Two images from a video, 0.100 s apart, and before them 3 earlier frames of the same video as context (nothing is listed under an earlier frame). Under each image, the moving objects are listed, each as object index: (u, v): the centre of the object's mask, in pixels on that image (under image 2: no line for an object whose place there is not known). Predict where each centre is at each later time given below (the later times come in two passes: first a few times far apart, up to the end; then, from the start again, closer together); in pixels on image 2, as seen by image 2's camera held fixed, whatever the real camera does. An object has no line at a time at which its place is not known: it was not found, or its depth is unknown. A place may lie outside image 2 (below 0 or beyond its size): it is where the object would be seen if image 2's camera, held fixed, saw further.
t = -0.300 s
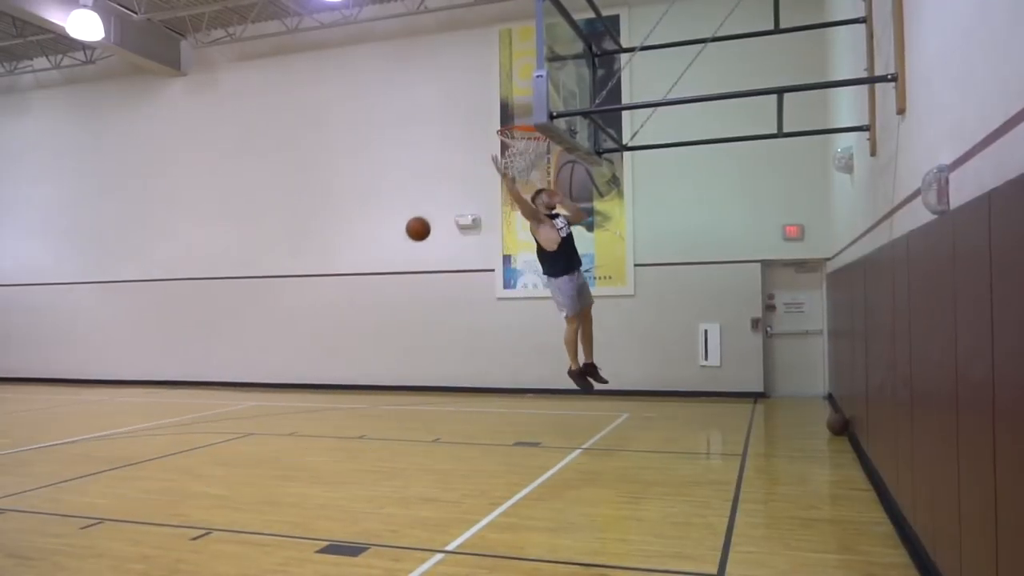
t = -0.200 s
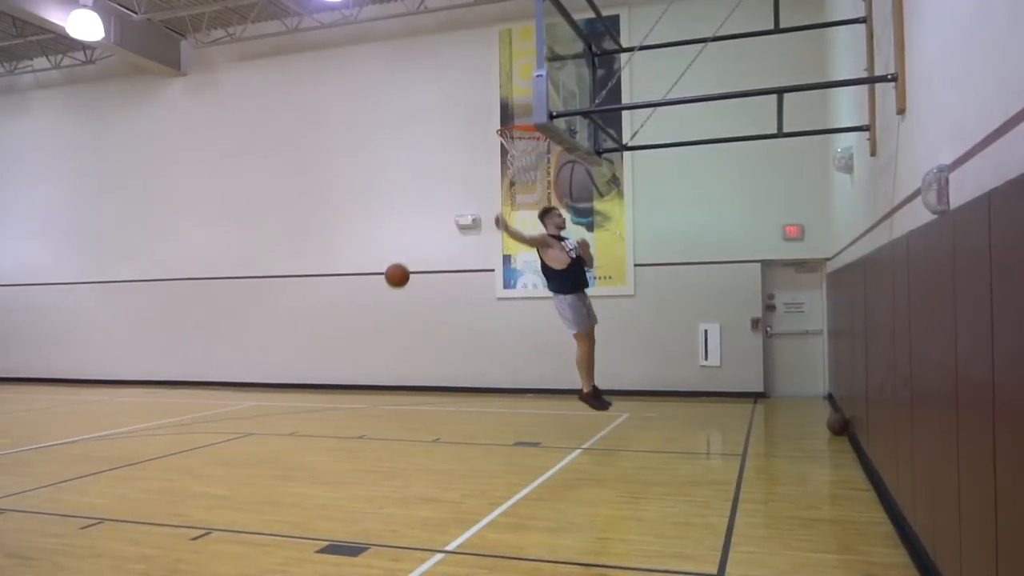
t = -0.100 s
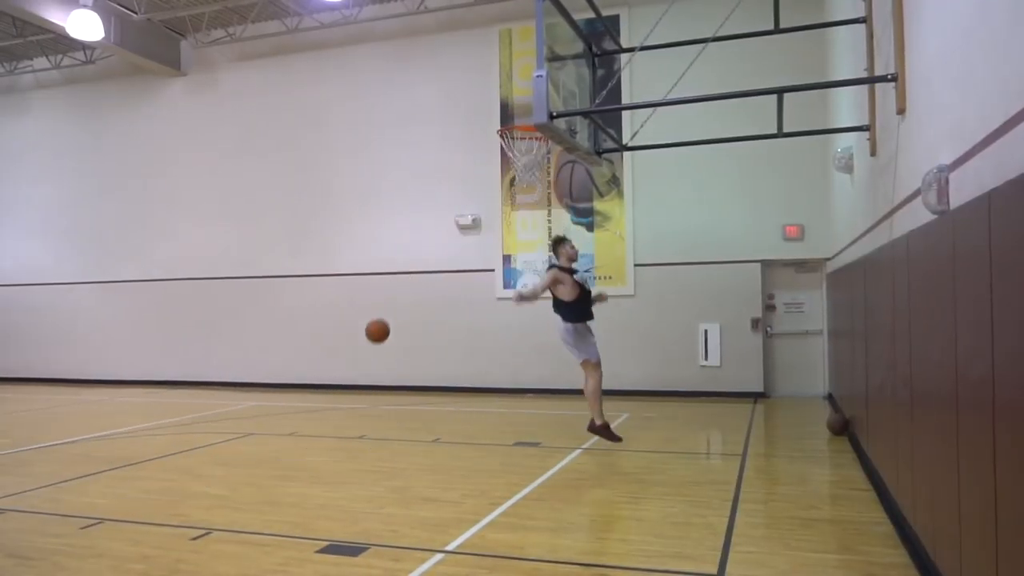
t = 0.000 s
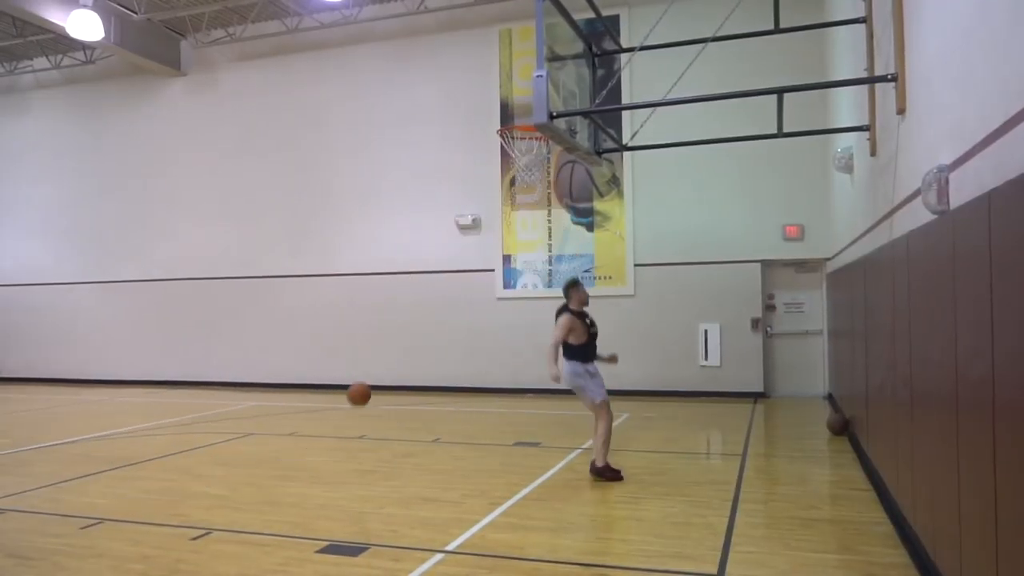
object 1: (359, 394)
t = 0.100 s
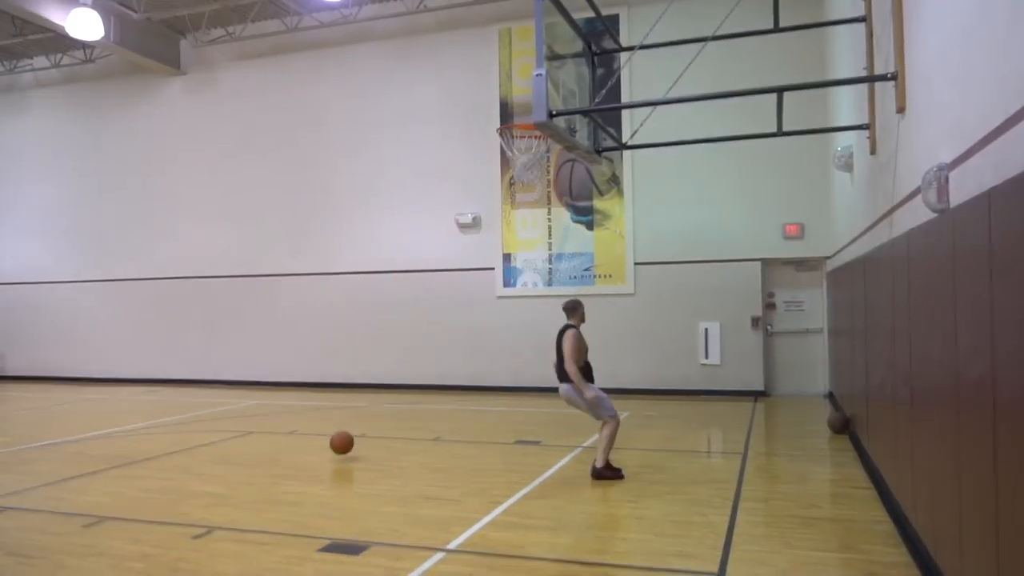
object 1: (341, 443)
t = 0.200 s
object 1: (319, 394)
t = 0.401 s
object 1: (278, 328)
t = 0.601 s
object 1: (240, 301)
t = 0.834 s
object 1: (198, 317)
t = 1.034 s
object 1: (166, 367)
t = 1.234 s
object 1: (136, 426)
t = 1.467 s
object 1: (103, 372)
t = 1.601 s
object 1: (86, 361)
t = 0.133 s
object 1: (333, 427)
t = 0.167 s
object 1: (326, 408)
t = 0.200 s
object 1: (319, 394)
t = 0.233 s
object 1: (312, 380)
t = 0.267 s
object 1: (305, 367)
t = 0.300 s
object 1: (298, 356)
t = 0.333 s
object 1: (291, 345)
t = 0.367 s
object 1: (284, 336)
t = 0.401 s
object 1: (278, 328)
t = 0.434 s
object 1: (271, 321)
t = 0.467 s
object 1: (265, 315)
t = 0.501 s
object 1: (258, 310)
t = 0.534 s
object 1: (252, 306)
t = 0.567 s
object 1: (246, 303)
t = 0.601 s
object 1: (240, 301)
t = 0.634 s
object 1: (233, 301)
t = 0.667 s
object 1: (227, 301)
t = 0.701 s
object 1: (221, 302)
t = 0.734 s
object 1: (216, 304)
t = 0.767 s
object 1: (210, 308)
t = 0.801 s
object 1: (204, 312)
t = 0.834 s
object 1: (198, 317)
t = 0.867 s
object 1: (193, 323)
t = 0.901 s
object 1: (187, 330)
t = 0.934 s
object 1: (182, 338)
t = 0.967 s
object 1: (176, 347)
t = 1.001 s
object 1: (171, 356)
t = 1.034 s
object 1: (166, 367)
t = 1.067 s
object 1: (160, 378)
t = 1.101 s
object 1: (155, 391)
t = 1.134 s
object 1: (150, 404)
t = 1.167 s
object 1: (145, 418)
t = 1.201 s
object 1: (140, 432)
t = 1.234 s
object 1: (136, 426)
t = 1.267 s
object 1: (131, 415)
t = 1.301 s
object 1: (126, 405)
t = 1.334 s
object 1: (122, 397)
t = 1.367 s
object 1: (117, 389)
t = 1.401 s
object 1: (113, 382)
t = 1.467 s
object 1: (103, 372)
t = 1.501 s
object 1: (99, 367)
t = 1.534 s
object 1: (95, 364)
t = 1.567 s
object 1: (91, 362)
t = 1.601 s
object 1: (86, 361)
